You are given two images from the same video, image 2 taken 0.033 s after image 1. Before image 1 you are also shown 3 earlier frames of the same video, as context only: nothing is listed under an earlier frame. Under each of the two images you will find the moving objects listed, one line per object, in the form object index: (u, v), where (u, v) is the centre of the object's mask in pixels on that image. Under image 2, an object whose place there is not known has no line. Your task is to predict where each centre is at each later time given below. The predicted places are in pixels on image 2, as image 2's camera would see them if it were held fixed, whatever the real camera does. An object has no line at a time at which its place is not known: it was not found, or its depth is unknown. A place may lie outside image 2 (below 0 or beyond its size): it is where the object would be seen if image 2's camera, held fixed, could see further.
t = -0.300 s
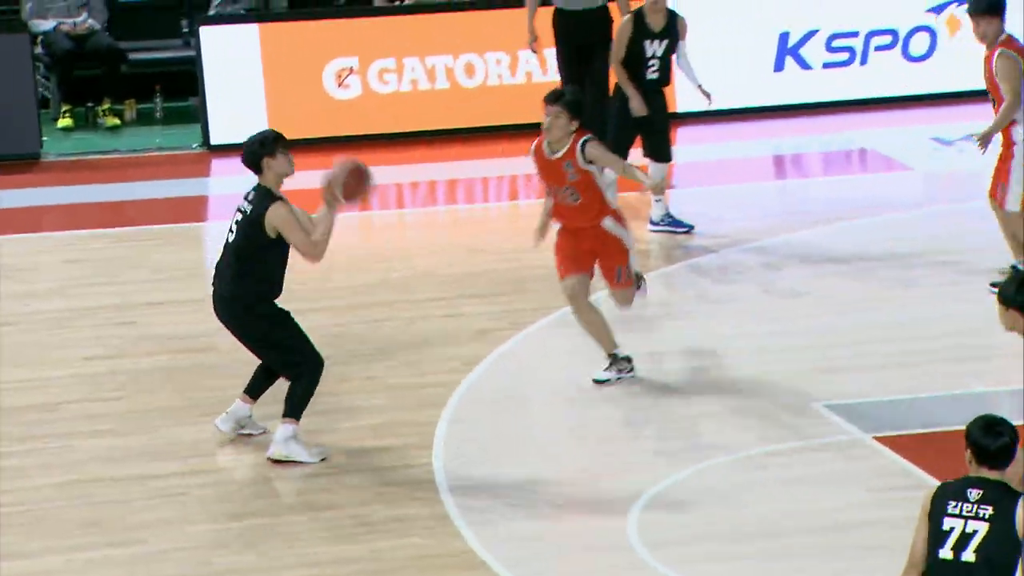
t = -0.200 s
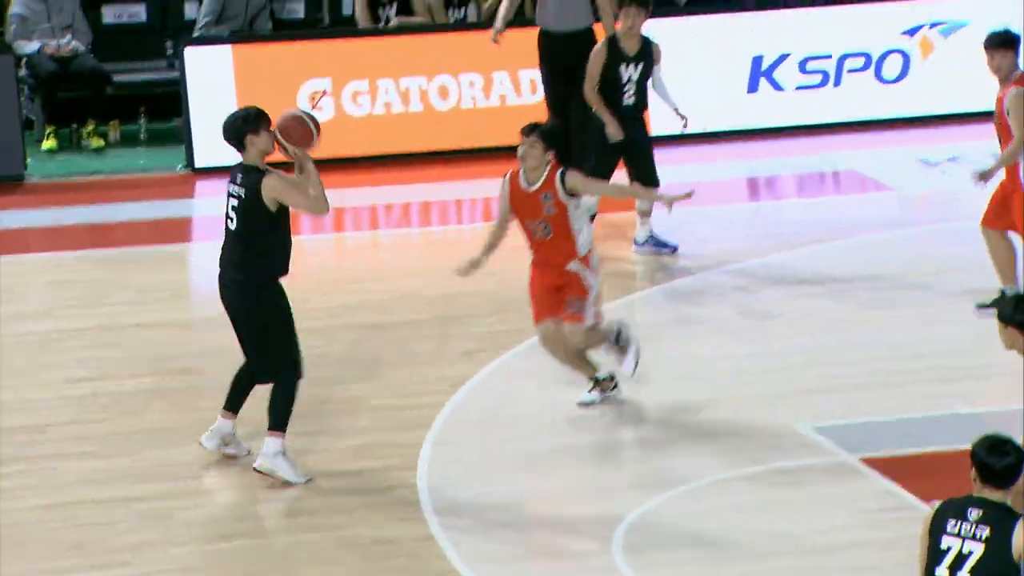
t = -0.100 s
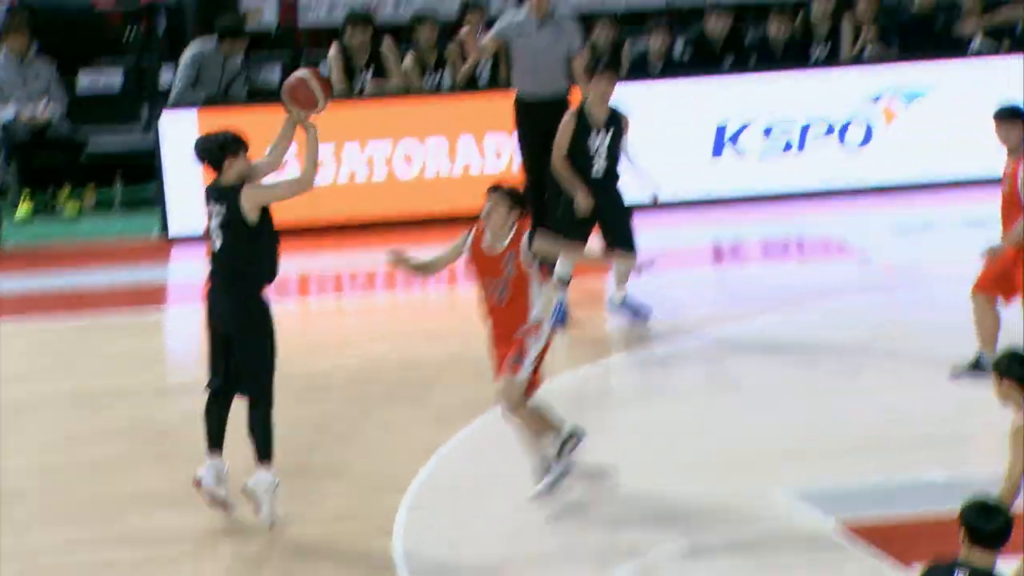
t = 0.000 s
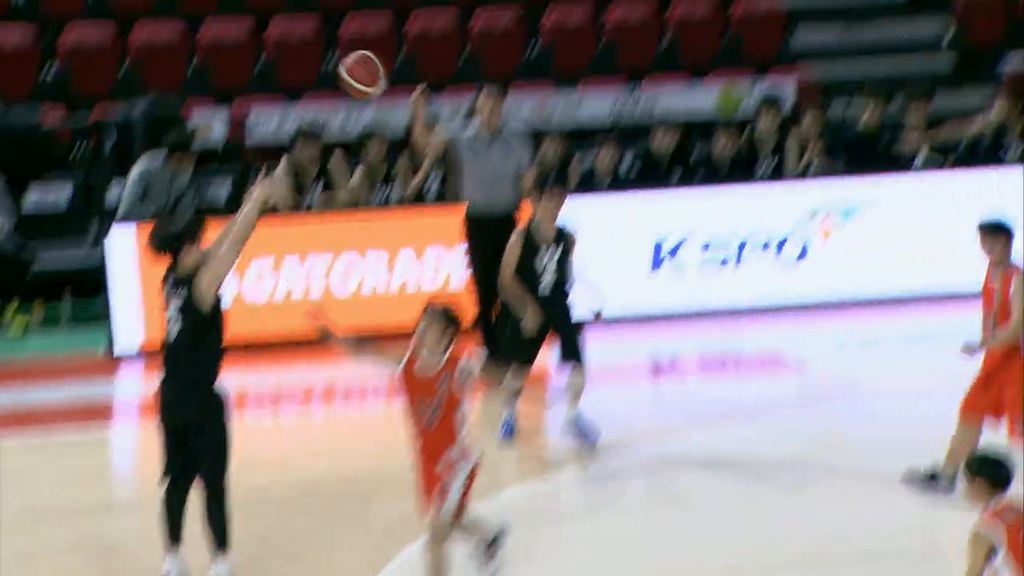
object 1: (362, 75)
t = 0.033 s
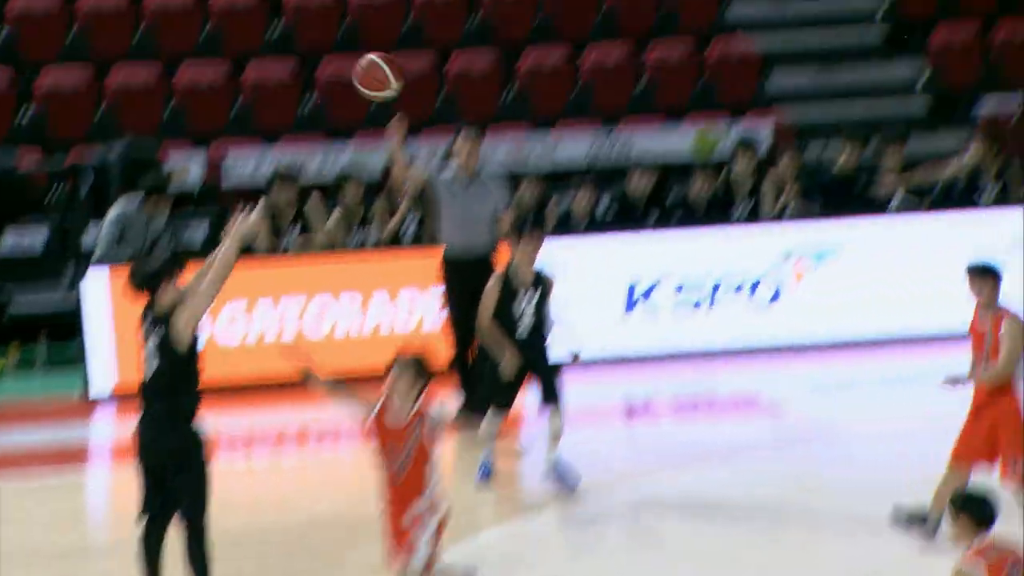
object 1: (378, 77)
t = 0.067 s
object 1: (415, 38)
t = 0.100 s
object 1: (449, 1)
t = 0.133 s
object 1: (487, -33)
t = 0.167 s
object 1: (525, -67)
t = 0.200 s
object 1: (562, -99)
